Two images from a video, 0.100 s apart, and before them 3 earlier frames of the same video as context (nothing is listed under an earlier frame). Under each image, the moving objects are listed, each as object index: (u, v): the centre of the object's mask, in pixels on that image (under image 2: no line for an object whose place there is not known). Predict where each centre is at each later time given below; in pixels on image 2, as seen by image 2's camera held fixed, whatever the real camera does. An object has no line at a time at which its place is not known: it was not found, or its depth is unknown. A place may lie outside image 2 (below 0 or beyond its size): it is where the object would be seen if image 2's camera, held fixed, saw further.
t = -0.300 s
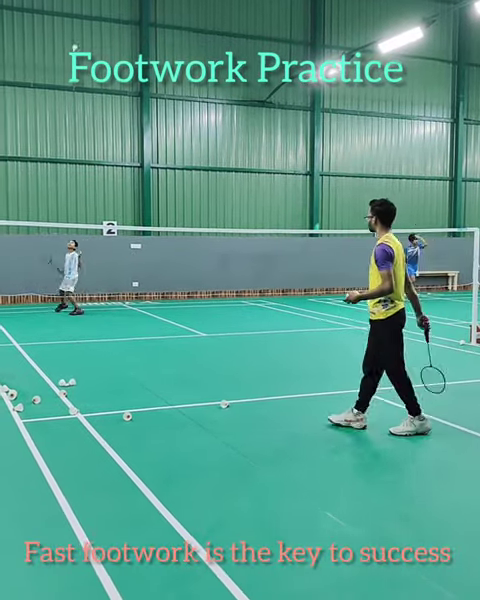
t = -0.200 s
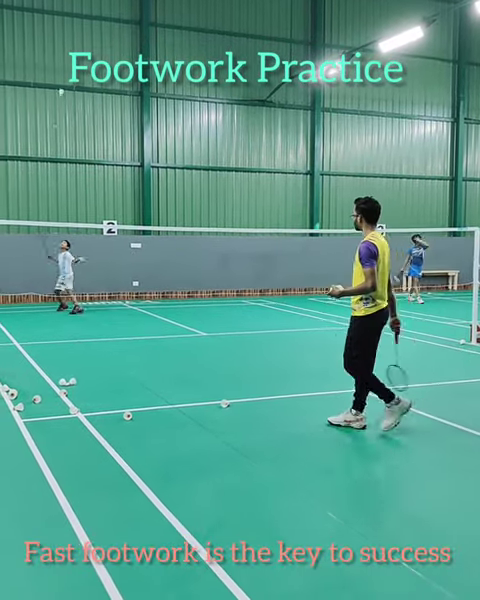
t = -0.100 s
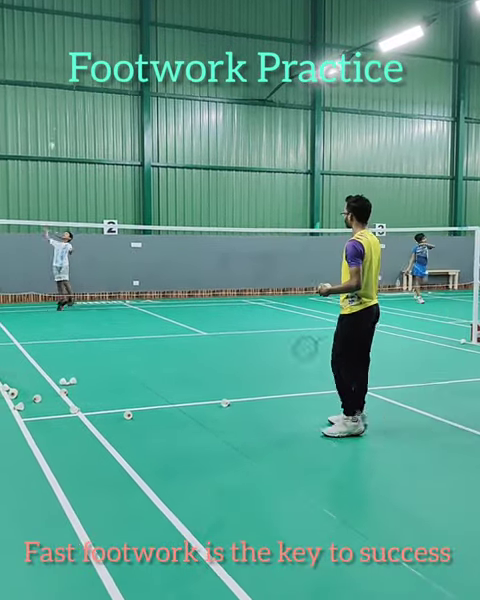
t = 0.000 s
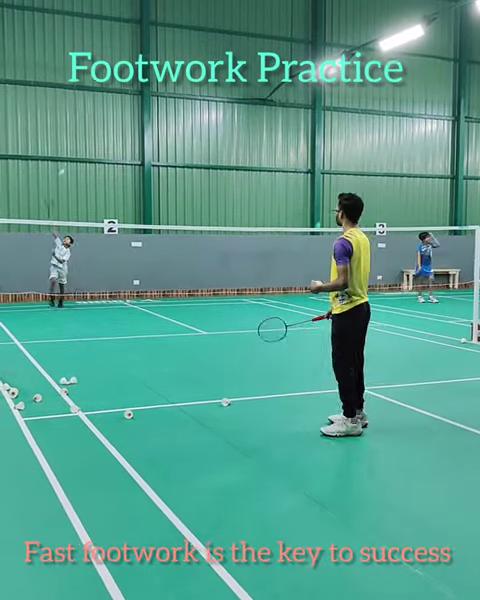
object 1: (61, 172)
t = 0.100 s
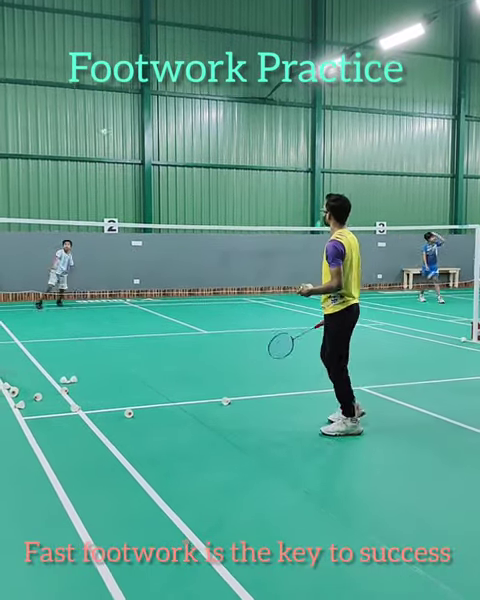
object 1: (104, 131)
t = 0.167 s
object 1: (130, 121)
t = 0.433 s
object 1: (224, 226)
